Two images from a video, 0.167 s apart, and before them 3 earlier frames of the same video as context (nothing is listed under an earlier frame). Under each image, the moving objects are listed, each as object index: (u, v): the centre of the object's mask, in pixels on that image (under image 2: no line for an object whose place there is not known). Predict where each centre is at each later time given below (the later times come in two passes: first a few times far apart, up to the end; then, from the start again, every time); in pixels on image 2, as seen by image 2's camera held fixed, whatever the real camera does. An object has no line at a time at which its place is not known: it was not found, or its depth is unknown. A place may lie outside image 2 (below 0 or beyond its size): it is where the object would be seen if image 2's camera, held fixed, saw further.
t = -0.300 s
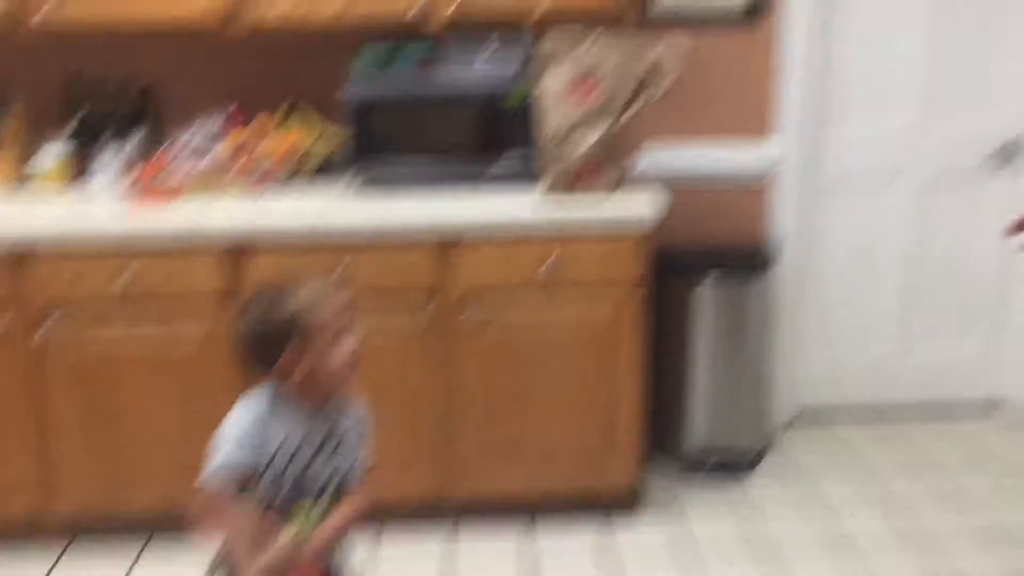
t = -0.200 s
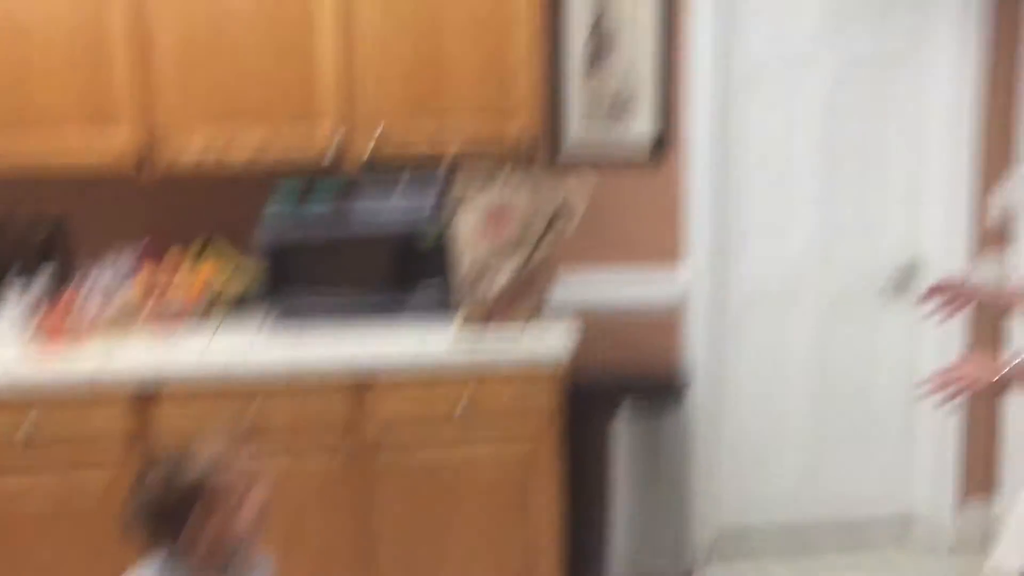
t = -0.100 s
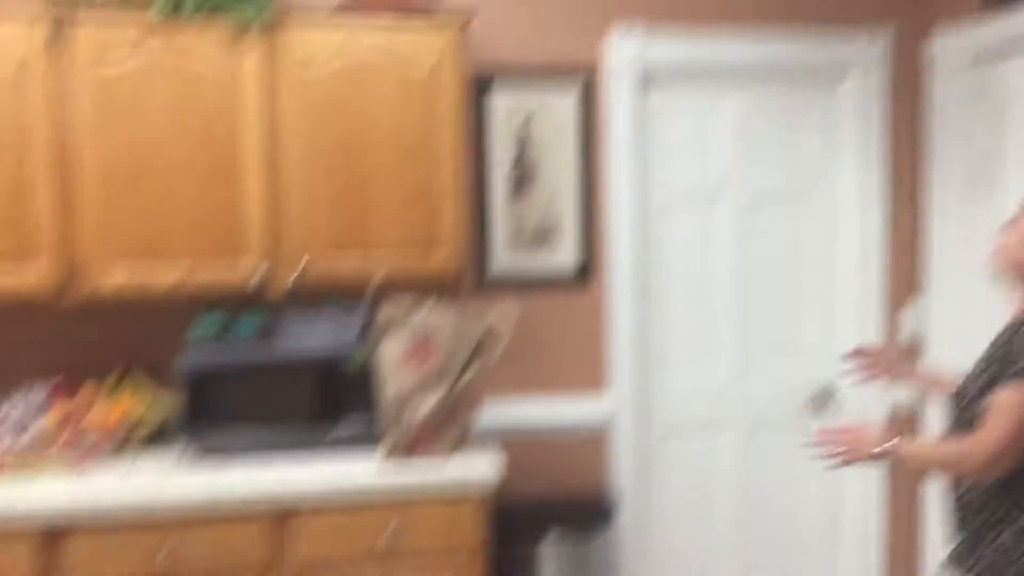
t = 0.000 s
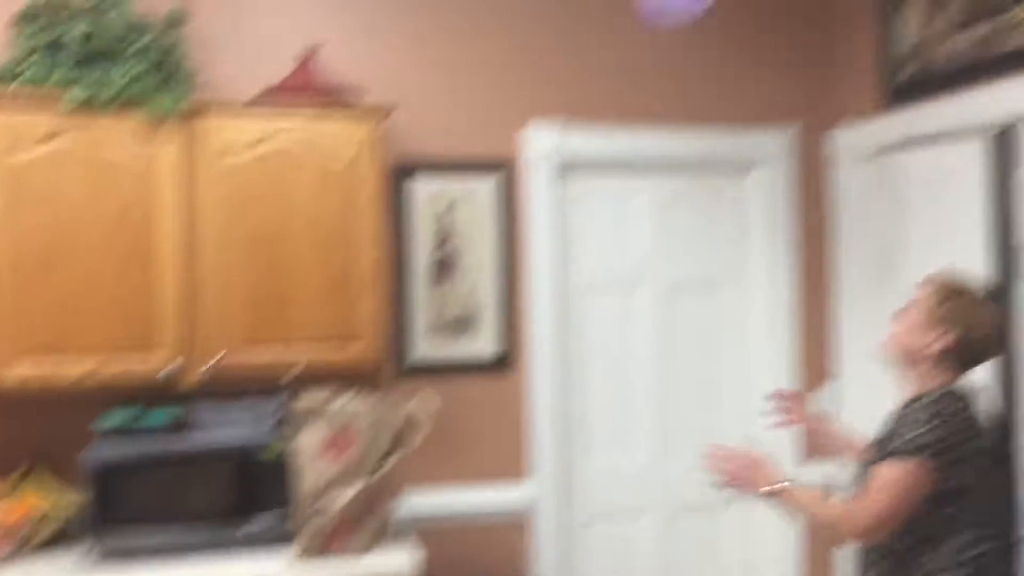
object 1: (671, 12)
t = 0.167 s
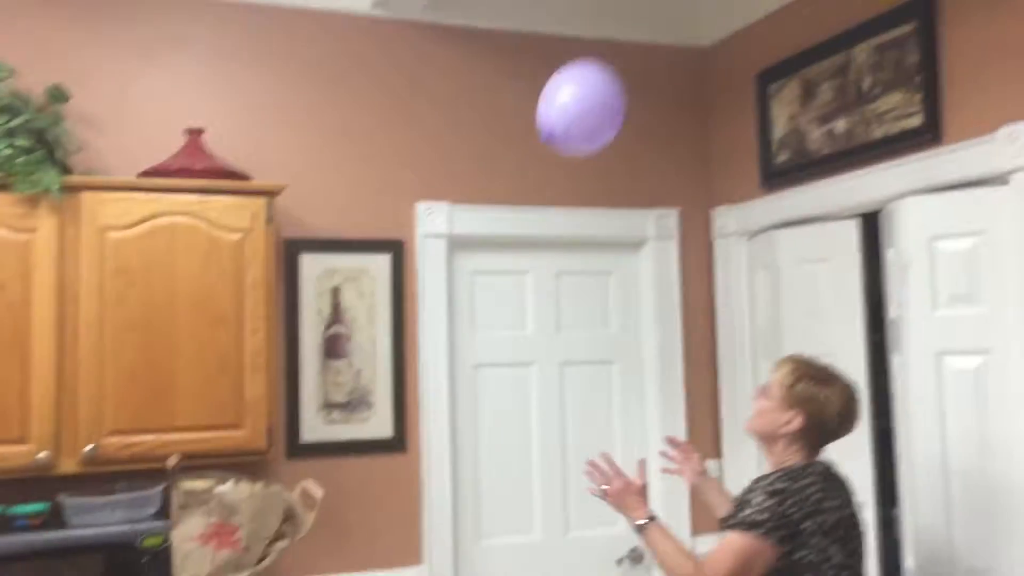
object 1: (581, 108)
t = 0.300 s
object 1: (588, 160)
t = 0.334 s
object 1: (589, 172)
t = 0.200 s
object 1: (583, 120)
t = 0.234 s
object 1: (585, 133)
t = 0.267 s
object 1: (587, 147)
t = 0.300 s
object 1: (588, 160)
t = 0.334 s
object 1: (589, 172)
